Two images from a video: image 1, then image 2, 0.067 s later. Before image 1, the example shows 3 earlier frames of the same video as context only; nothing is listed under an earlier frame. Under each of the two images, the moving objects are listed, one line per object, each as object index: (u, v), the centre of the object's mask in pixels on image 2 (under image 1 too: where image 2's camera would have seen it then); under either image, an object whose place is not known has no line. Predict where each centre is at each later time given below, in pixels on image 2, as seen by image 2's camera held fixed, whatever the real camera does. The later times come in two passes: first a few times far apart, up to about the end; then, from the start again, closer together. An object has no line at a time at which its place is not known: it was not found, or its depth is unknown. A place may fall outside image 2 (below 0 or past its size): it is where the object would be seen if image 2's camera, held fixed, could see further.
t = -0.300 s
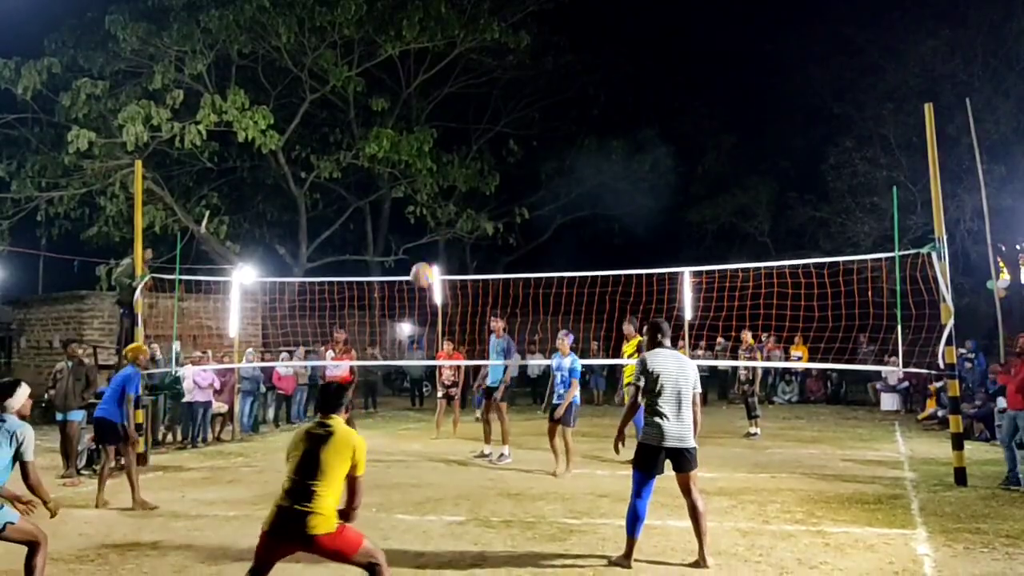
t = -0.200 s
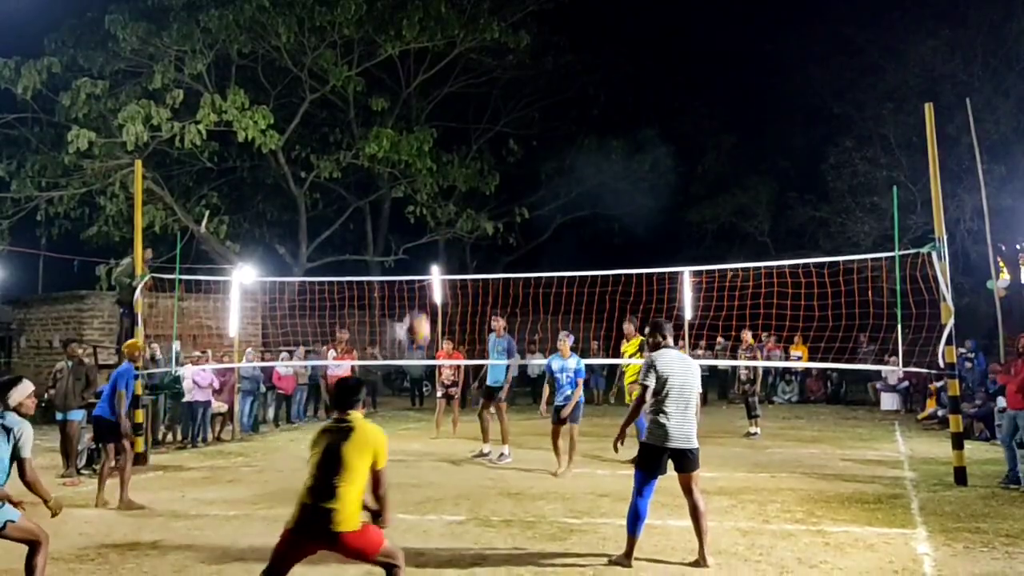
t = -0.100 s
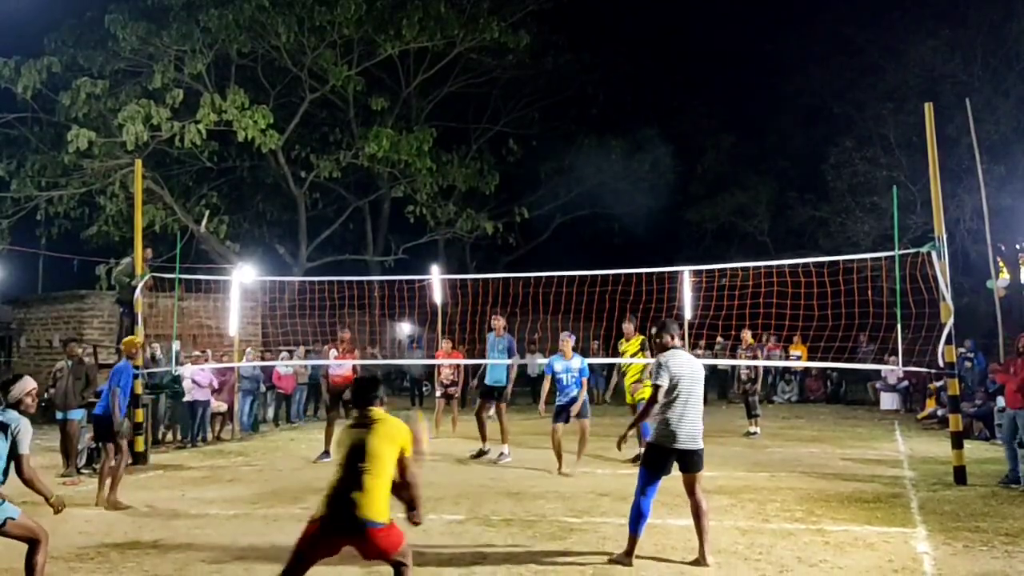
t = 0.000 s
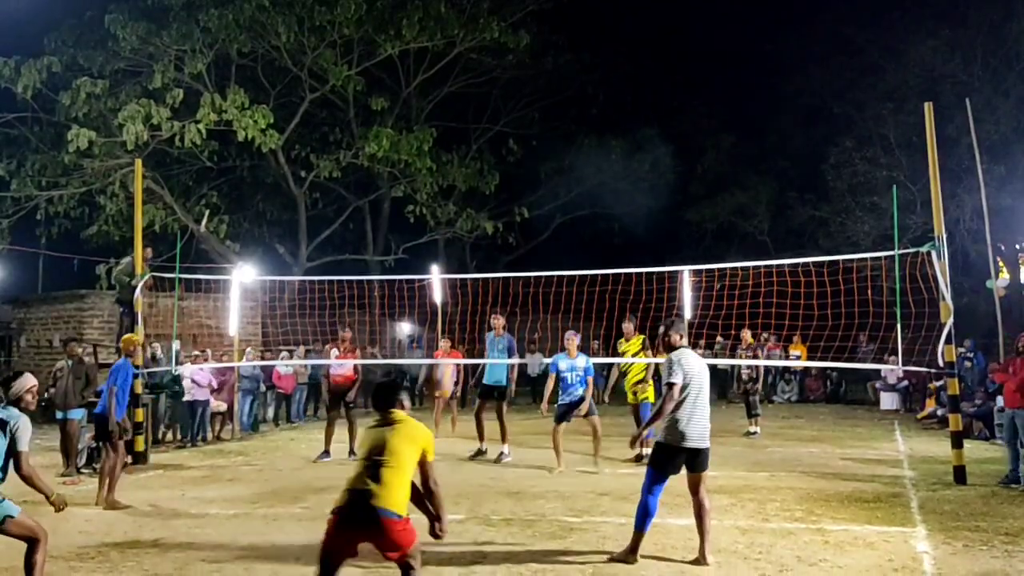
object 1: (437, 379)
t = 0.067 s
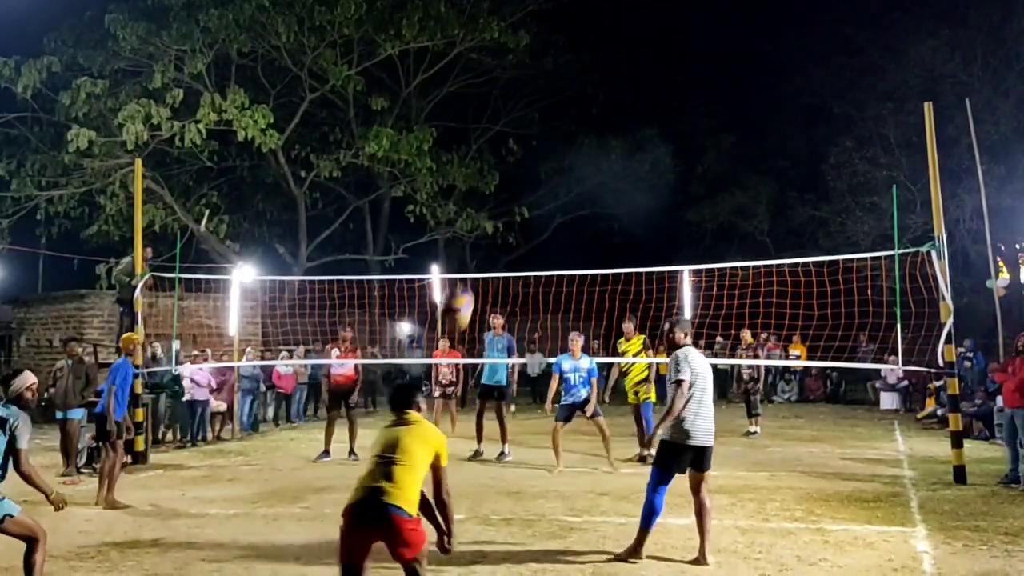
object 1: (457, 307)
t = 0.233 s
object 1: (494, 181)
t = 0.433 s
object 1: (532, 100)
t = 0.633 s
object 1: (562, 75)
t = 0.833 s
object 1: (588, 93)
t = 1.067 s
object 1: (614, 156)
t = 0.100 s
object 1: (465, 276)
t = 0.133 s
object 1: (472, 249)
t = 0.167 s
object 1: (479, 225)
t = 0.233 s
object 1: (494, 181)
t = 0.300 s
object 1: (507, 147)
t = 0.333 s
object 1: (514, 133)
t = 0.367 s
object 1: (520, 120)
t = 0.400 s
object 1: (526, 109)
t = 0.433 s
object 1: (532, 100)
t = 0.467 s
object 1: (537, 92)
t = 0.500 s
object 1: (542, 86)
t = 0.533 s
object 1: (548, 81)
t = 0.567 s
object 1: (553, 78)
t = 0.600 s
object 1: (557, 76)
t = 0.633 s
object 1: (562, 75)
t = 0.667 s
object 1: (567, 76)
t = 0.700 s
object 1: (571, 77)
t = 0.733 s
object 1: (576, 79)
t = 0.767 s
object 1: (580, 83)
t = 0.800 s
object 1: (584, 88)
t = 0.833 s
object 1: (588, 93)
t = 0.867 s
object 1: (592, 100)
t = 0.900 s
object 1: (596, 107)
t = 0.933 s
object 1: (600, 115)
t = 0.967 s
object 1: (604, 124)
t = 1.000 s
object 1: (607, 134)
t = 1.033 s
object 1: (611, 145)
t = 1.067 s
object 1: (614, 156)
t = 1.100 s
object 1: (618, 167)
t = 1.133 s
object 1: (621, 181)
